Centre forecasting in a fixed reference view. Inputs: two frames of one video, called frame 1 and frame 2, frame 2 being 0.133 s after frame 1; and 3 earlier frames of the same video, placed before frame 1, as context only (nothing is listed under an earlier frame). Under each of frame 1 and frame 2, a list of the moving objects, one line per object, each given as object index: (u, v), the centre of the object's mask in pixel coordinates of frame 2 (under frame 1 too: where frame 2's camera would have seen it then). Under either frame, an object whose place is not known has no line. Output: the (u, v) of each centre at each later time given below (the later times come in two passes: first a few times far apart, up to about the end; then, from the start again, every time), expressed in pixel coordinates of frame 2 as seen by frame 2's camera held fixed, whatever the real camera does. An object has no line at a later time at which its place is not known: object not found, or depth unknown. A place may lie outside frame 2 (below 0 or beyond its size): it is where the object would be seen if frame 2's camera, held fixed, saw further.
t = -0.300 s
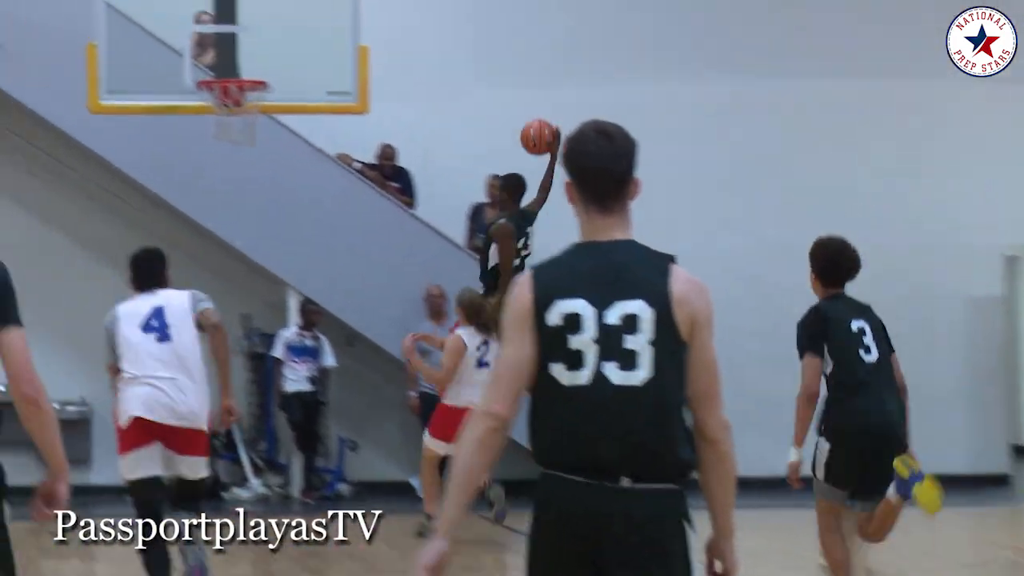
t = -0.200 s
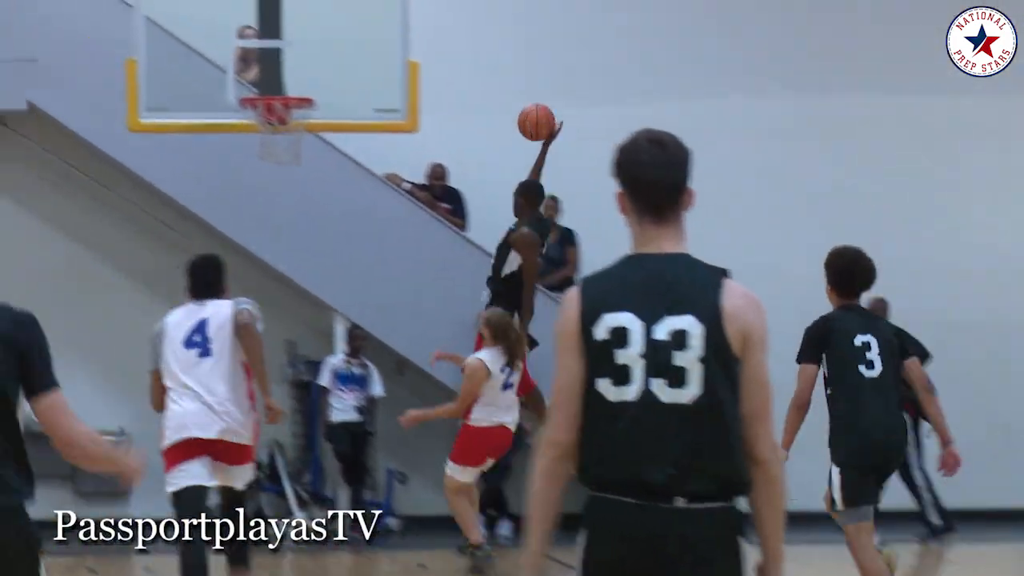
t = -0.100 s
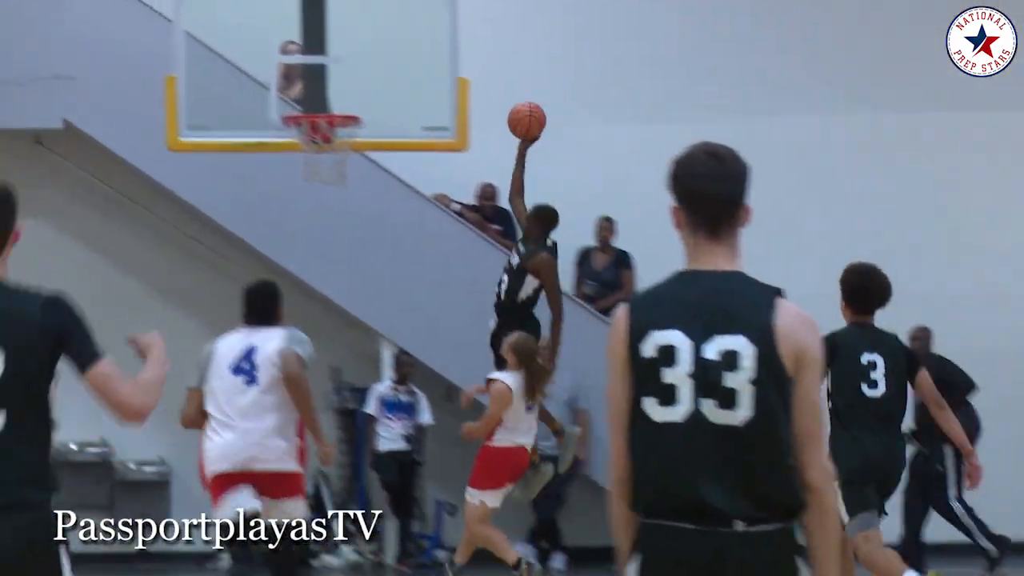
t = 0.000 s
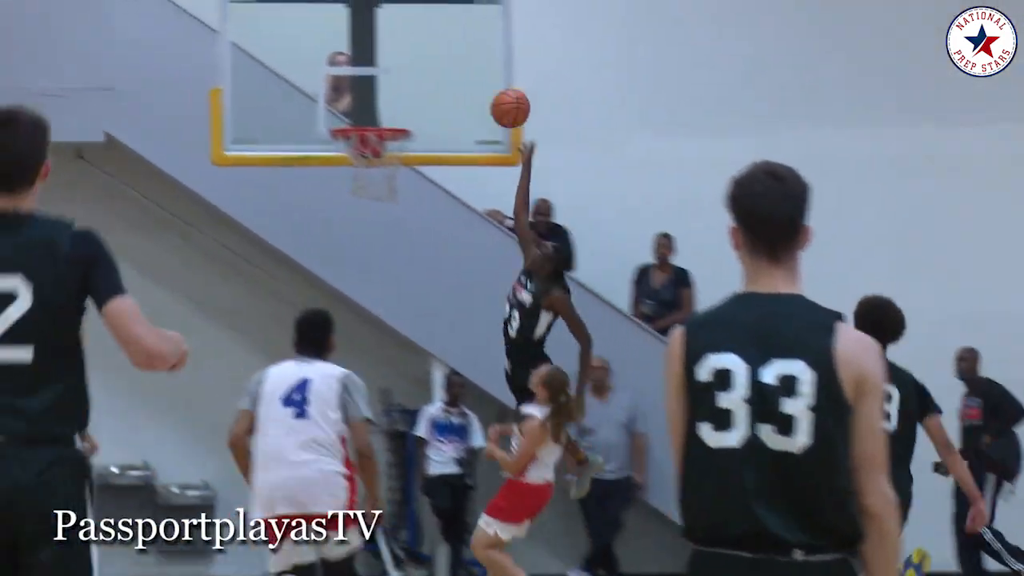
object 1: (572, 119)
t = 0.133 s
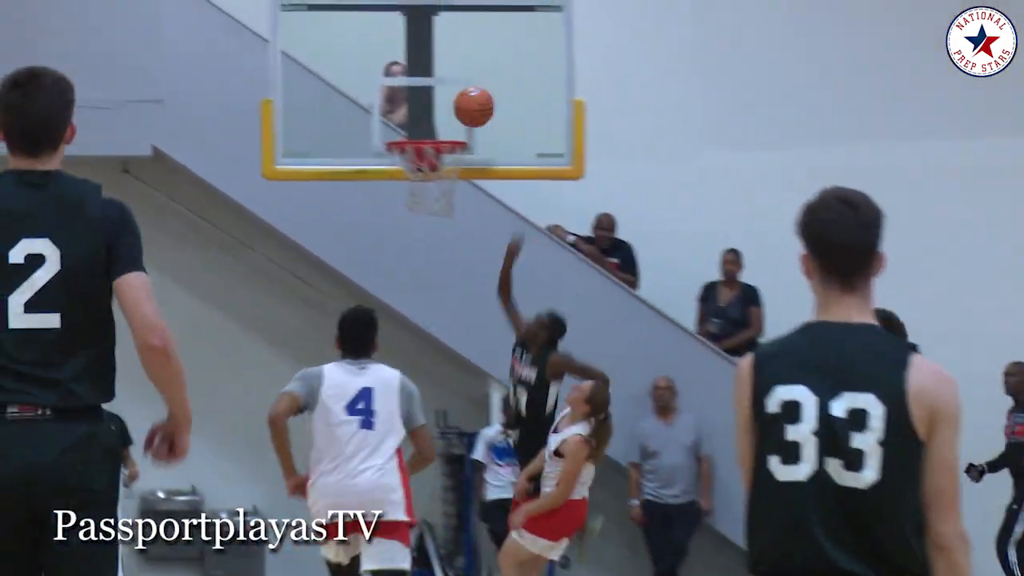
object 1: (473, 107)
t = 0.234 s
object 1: (437, 113)
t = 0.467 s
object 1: (412, 96)
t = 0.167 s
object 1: (461, 107)
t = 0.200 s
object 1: (449, 109)
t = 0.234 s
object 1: (437, 113)
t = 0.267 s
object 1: (424, 118)
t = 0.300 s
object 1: (413, 124)
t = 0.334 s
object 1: (412, 118)
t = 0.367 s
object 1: (412, 110)
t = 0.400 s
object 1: (412, 104)
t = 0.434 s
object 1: (412, 99)
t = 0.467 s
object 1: (412, 96)
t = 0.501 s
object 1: (412, 96)
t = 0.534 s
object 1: (412, 97)
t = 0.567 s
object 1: (412, 100)
